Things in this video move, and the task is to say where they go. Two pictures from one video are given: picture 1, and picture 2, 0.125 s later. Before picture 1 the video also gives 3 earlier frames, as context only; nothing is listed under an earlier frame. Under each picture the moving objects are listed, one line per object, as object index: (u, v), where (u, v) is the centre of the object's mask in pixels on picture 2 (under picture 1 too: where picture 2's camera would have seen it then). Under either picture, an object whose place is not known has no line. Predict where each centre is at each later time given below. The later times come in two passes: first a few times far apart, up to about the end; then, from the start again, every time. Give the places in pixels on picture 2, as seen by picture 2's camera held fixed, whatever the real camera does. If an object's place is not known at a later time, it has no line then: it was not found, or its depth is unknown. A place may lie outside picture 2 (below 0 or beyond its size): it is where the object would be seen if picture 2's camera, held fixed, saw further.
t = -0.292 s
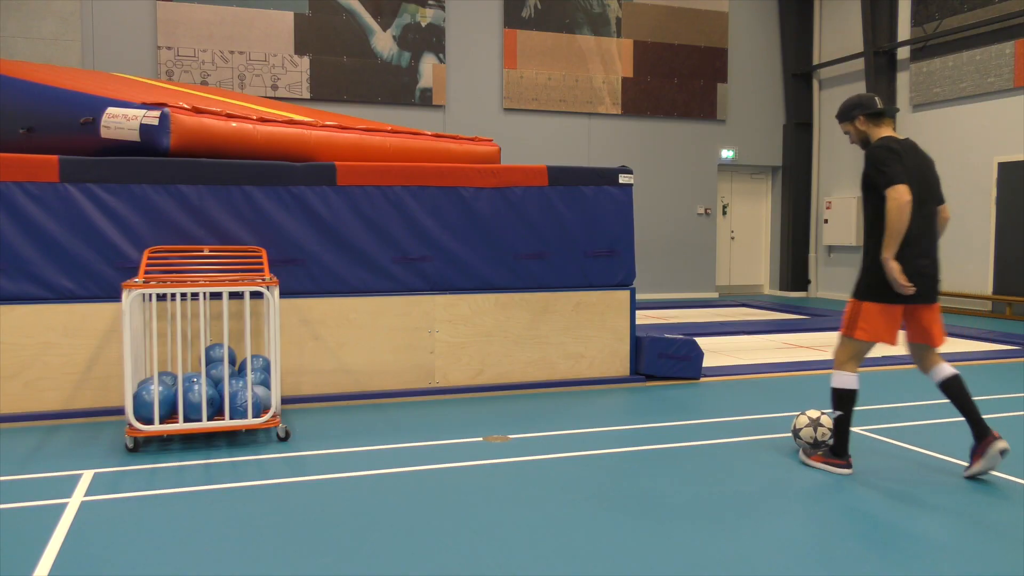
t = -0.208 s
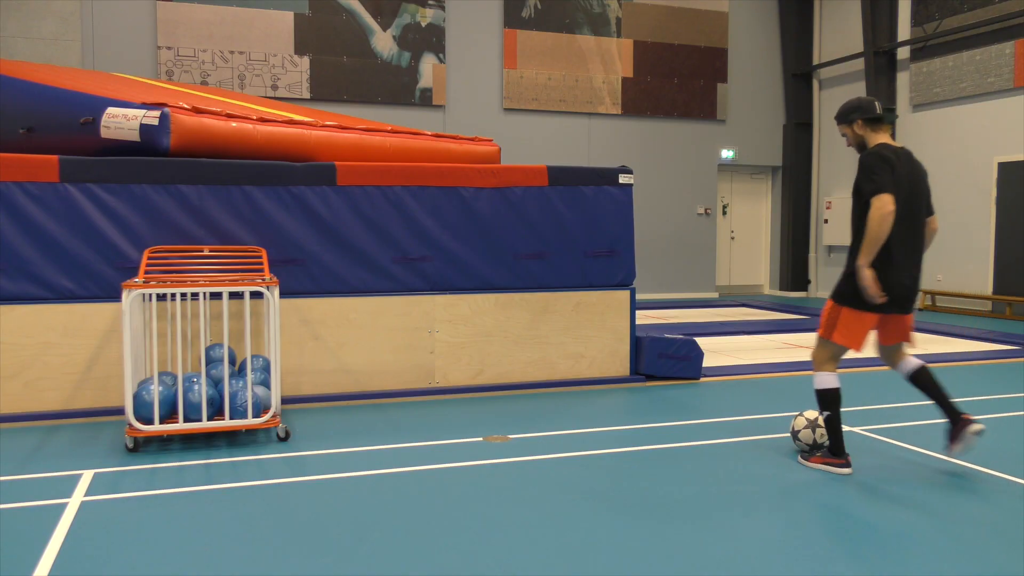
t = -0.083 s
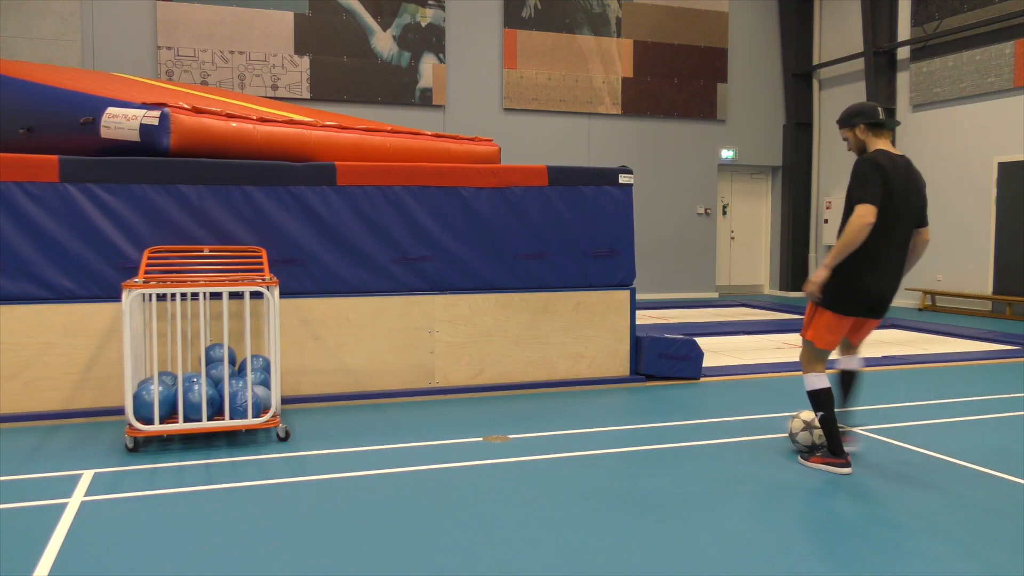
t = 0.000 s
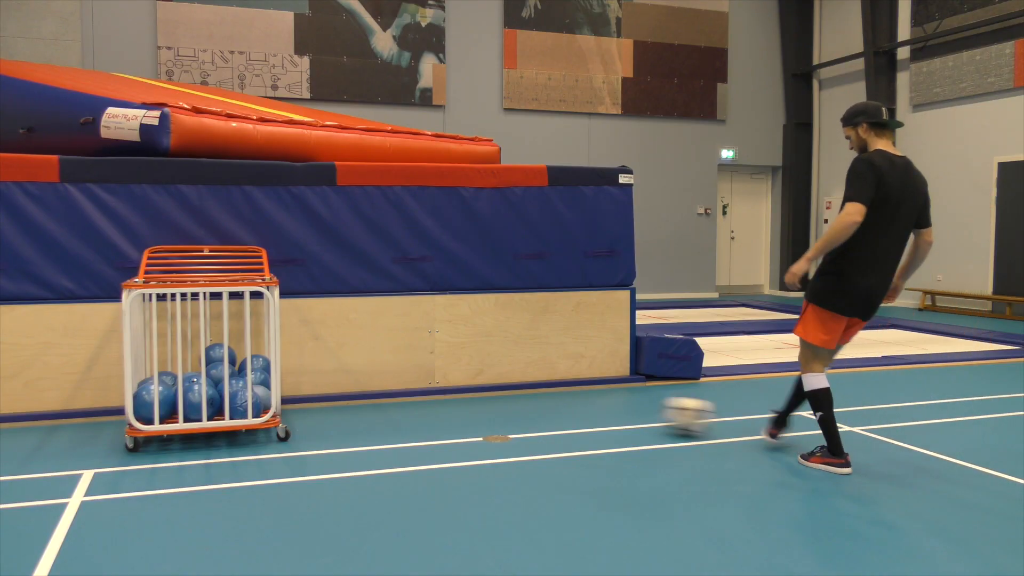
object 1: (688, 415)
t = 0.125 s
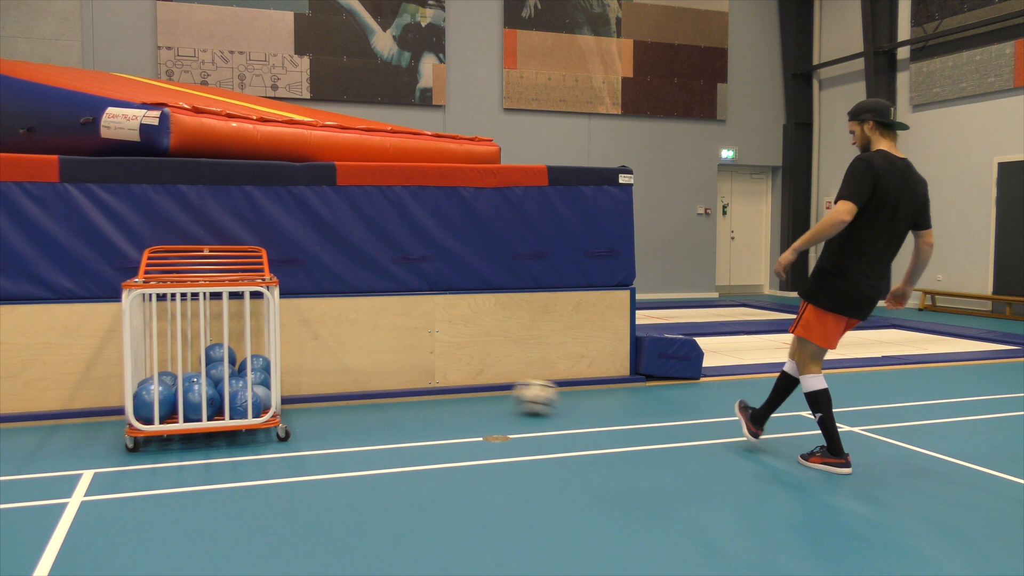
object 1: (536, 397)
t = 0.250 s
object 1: (427, 380)
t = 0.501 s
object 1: (336, 274)
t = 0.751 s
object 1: (227, 246)
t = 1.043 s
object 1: (184, 269)
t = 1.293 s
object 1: (245, 333)
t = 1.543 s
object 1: (206, 348)
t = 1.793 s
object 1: (160, 365)
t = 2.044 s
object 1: (173, 365)
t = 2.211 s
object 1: (175, 363)
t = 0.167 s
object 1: (493, 393)
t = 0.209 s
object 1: (456, 388)
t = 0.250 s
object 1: (427, 380)
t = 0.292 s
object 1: (412, 357)
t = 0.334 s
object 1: (397, 336)
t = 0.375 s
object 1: (382, 317)
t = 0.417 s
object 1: (367, 300)
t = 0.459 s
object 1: (352, 285)
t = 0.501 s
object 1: (336, 274)
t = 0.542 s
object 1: (319, 263)
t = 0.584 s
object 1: (301, 255)
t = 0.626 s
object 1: (284, 249)
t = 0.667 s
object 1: (266, 245)
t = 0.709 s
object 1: (247, 244)
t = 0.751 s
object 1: (227, 246)
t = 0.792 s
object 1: (207, 252)
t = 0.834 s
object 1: (186, 260)
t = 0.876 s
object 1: (166, 268)
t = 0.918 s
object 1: (151, 272)
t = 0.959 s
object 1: (161, 270)
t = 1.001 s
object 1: (173, 269)
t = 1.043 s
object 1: (184, 269)
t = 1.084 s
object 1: (195, 271)
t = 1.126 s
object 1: (207, 279)
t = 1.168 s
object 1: (218, 294)
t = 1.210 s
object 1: (225, 306)
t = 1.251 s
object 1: (237, 317)
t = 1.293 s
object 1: (245, 333)
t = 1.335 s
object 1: (253, 349)
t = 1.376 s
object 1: (246, 355)
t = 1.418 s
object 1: (233, 352)
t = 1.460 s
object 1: (226, 350)
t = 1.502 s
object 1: (216, 349)
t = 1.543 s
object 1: (206, 348)
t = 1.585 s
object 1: (200, 351)
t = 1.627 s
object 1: (192, 354)
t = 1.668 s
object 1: (183, 358)
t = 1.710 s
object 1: (177, 361)
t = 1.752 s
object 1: (168, 364)
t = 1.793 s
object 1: (160, 365)
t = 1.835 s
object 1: (161, 363)
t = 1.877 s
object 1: (164, 362)
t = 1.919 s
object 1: (172, 363)
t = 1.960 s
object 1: (173, 364)
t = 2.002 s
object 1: (173, 366)
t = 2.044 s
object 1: (173, 365)
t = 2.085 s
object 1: (173, 364)
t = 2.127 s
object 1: (174, 363)
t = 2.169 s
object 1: (175, 363)
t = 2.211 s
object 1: (175, 363)
